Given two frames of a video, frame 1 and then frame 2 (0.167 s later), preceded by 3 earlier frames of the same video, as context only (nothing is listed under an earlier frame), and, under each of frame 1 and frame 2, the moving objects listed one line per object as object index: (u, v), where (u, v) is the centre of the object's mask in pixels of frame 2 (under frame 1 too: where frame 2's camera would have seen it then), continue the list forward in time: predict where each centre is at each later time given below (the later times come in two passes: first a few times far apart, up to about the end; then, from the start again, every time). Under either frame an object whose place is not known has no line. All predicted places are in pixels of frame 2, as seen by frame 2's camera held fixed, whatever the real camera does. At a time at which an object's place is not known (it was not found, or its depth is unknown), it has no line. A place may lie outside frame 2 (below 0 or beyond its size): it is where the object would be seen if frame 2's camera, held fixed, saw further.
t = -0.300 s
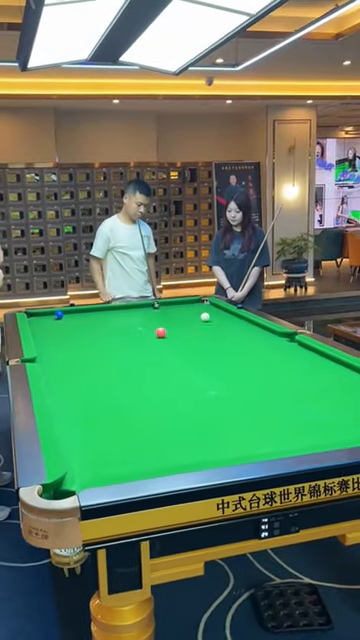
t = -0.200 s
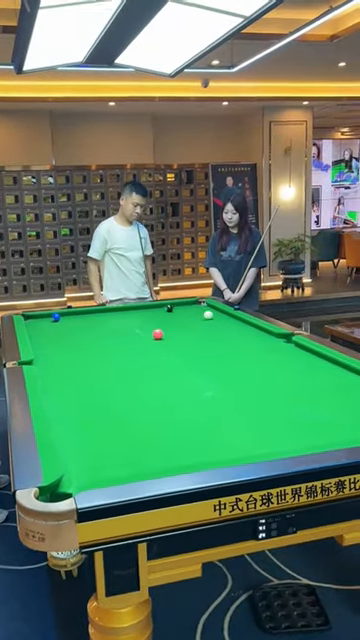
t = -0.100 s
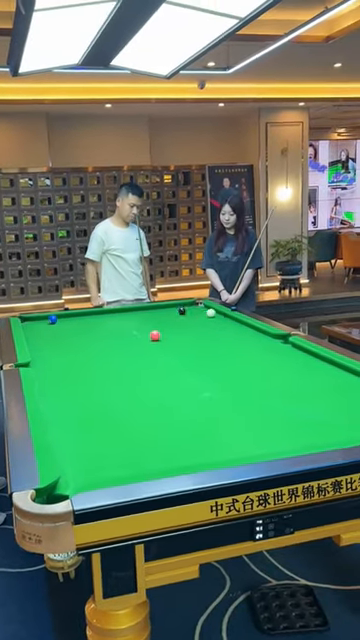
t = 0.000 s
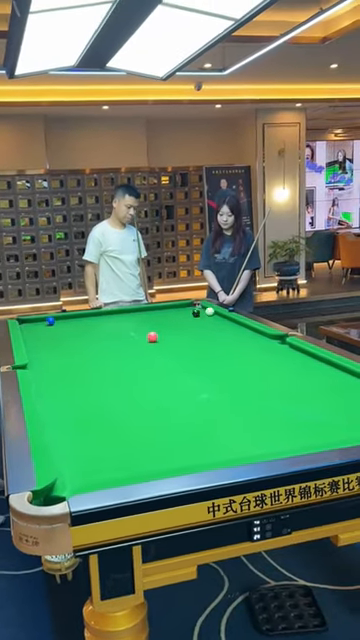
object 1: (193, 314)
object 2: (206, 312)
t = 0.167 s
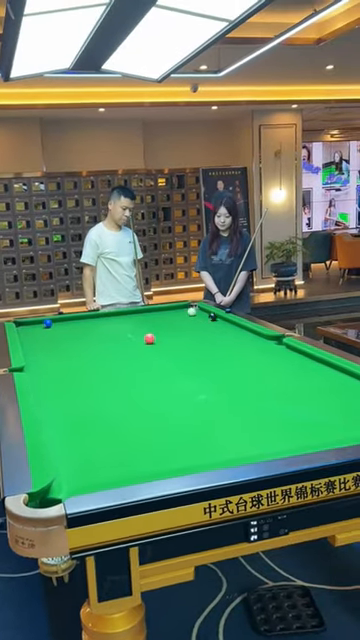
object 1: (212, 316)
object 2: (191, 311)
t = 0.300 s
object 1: (208, 320)
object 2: (181, 310)
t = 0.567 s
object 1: (199, 330)
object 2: (160, 309)
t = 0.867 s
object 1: (187, 341)
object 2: (147, 312)
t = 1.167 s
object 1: (174, 355)
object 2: (137, 315)
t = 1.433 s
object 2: (128, 319)
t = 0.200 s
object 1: (211, 317)
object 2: (188, 311)
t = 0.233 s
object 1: (210, 318)
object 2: (186, 311)
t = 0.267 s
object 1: (209, 319)
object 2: (183, 311)
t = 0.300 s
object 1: (208, 320)
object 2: (181, 310)
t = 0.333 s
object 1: (207, 321)
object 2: (177, 310)
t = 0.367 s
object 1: (206, 323)
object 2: (175, 310)
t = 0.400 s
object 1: (204, 324)
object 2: (172, 309)
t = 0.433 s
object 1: (203, 325)
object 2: (170, 309)
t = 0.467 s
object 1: (202, 326)
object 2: (167, 309)
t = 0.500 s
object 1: (201, 327)
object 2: (165, 309)
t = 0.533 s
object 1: (200, 328)
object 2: (162, 309)
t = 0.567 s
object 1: (199, 330)
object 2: (160, 309)
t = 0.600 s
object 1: (198, 331)
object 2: (157, 308)
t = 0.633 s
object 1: (197, 332)
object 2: (155, 308)
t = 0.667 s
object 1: (195, 333)
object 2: (154, 309)
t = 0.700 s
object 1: (194, 335)
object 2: (153, 309)
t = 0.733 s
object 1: (192, 336)
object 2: (152, 309)
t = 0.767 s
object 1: (191, 337)
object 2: (151, 310)
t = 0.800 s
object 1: (190, 339)
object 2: (150, 310)
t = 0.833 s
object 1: (188, 340)
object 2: (148, 311)
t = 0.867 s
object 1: (187, 341)
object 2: (147, 312)
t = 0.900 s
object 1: (186, 343)
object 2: (146, 312)
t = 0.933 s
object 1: (184, 344)
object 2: (145, 312)
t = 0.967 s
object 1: (183, 346)
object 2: (144, 313)
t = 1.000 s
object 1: (182, 347)
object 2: (143, 313)
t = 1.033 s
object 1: (180, 349)
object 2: (142, 313)
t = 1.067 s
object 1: (179, 351)
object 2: (140, 314)
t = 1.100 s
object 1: (177, 352)
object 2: (139, 314)
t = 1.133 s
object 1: (176, 353)
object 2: (138, 315)
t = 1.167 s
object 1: (174, 355)
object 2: (137, 315)
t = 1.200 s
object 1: (173, 357)
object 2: (136, 316)
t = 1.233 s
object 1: (172, 358)
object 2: (135, 317)
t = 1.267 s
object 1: (170, 360)
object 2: (134, 317)
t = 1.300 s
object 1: (169, 361)
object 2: (133, 317)
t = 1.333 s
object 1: (167, 363)
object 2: (131, 318)
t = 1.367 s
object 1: (166, 365)
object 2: (130, 318)
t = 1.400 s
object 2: (129, 319)
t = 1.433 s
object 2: (128, 319)
